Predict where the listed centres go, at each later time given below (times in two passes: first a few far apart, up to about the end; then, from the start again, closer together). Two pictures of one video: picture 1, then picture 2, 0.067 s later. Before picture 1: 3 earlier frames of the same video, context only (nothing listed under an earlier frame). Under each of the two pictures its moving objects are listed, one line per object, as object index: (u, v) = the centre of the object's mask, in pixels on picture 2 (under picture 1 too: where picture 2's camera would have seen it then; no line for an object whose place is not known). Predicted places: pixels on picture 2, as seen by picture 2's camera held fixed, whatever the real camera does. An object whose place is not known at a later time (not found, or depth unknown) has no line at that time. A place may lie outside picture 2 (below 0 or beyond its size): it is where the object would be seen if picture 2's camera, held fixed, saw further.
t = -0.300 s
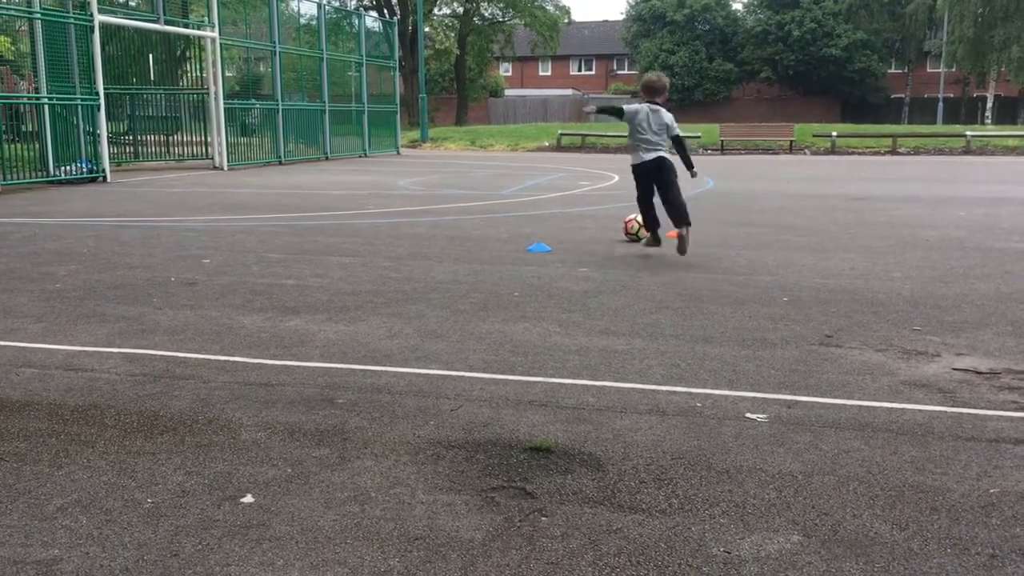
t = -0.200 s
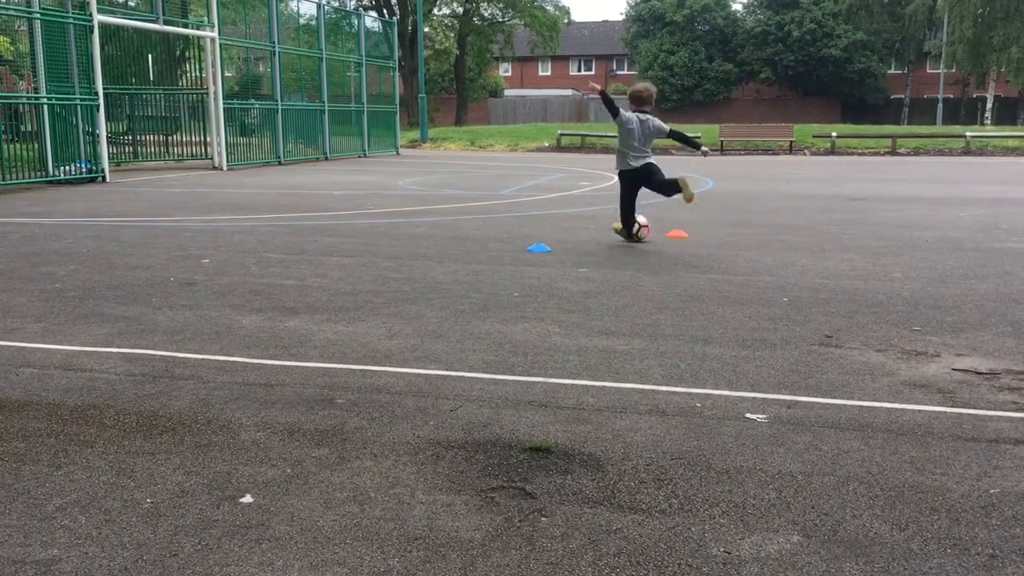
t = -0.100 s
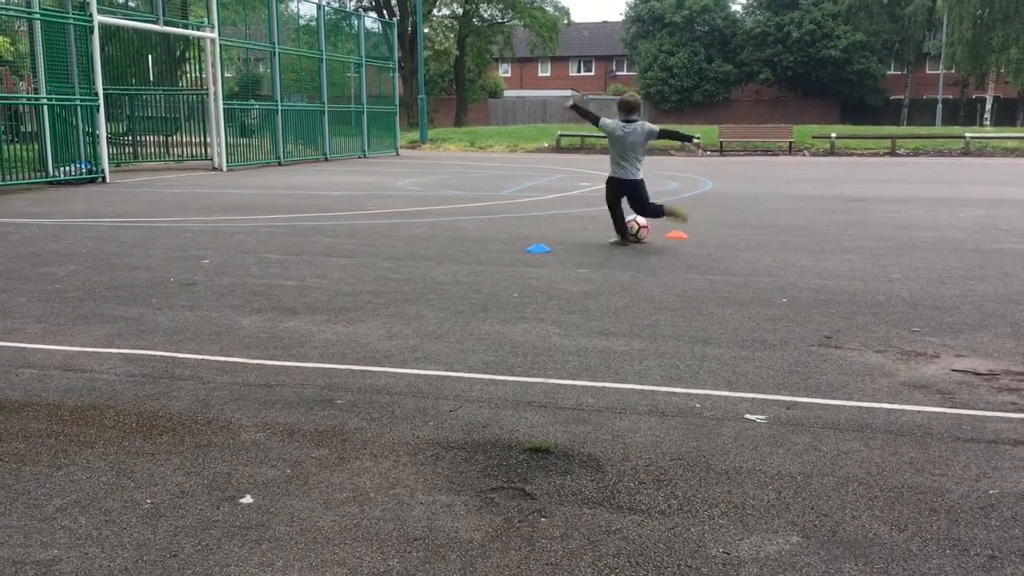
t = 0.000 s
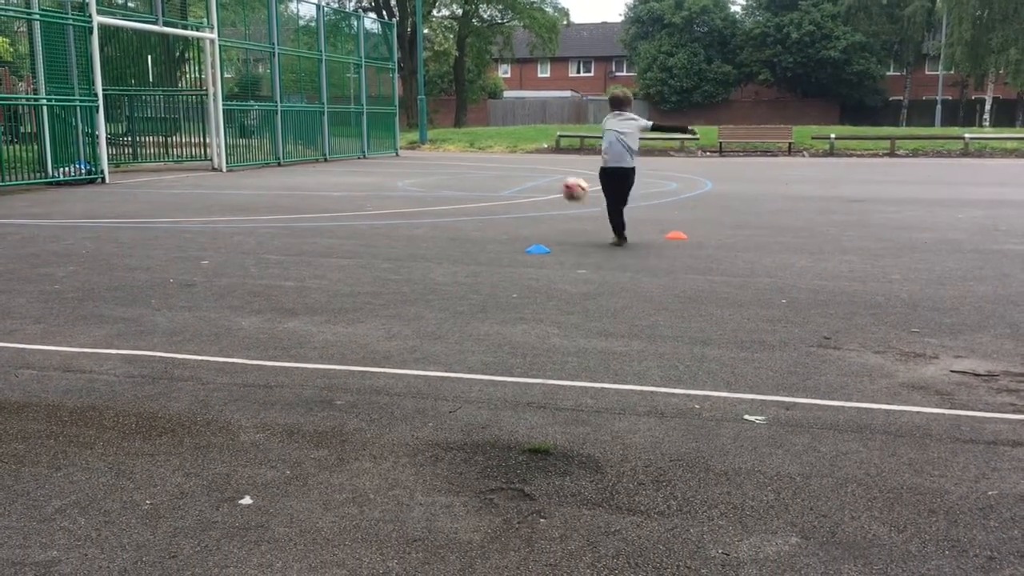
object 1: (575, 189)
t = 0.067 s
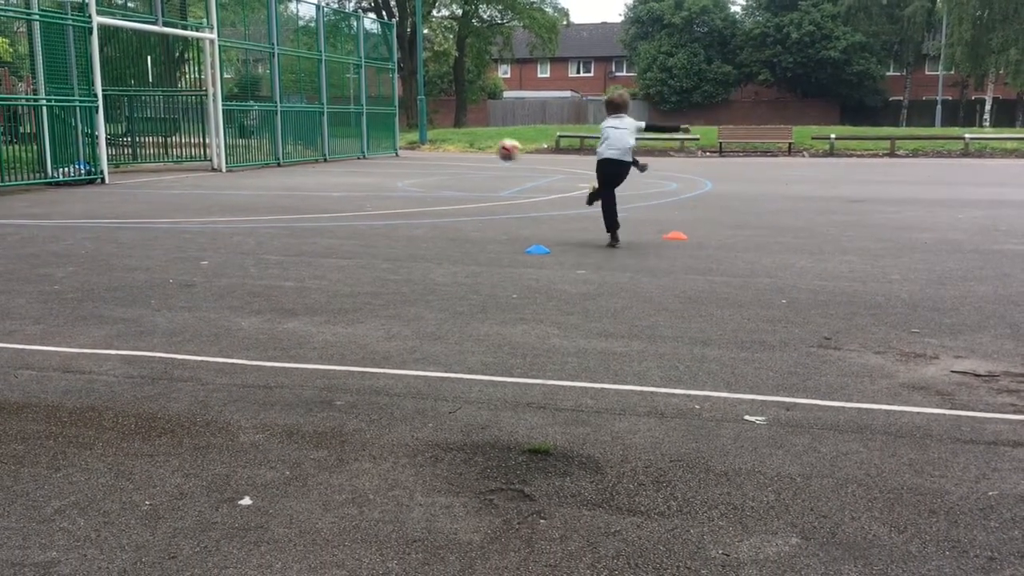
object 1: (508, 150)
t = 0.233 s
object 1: (379, 88)
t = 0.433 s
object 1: (266, 64)
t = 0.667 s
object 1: (171, 79)
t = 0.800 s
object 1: (129, 100)
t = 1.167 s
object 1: (294, 172)
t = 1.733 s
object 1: (466, 130)
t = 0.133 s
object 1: (451, 119)
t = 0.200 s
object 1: (401, 97)
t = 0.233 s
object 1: (379, 88)
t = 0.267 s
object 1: (356, 80)
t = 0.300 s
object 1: (337, 75)
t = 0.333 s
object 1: (318, 71)
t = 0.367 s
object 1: (300, 68)
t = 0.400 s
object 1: (283, 66)
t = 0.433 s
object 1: (266, 64)
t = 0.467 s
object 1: (251, 65)
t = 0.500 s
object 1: (236, 66)
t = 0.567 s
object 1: (207, 69)
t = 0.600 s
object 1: (196, 72)
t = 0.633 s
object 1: (183, 75)
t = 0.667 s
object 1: (171, 79)
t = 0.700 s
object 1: (160, 83)
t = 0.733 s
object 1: (150, 88)
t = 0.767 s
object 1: (140, 94)
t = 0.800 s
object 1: (129, 100)
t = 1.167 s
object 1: (294, 172)
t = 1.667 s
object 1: (445, 122)
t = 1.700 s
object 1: (456, 125)
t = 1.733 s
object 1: (466, 130)
